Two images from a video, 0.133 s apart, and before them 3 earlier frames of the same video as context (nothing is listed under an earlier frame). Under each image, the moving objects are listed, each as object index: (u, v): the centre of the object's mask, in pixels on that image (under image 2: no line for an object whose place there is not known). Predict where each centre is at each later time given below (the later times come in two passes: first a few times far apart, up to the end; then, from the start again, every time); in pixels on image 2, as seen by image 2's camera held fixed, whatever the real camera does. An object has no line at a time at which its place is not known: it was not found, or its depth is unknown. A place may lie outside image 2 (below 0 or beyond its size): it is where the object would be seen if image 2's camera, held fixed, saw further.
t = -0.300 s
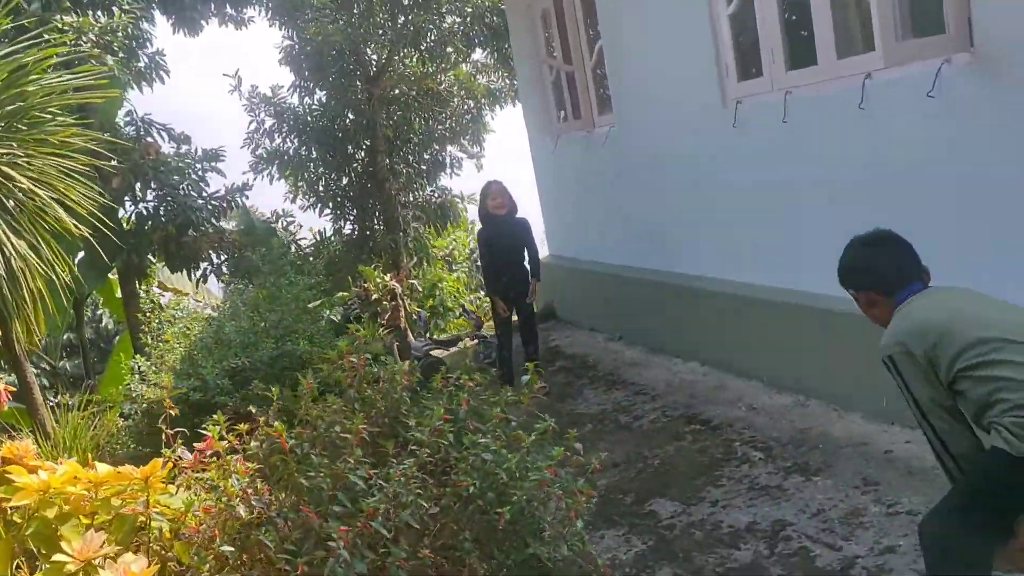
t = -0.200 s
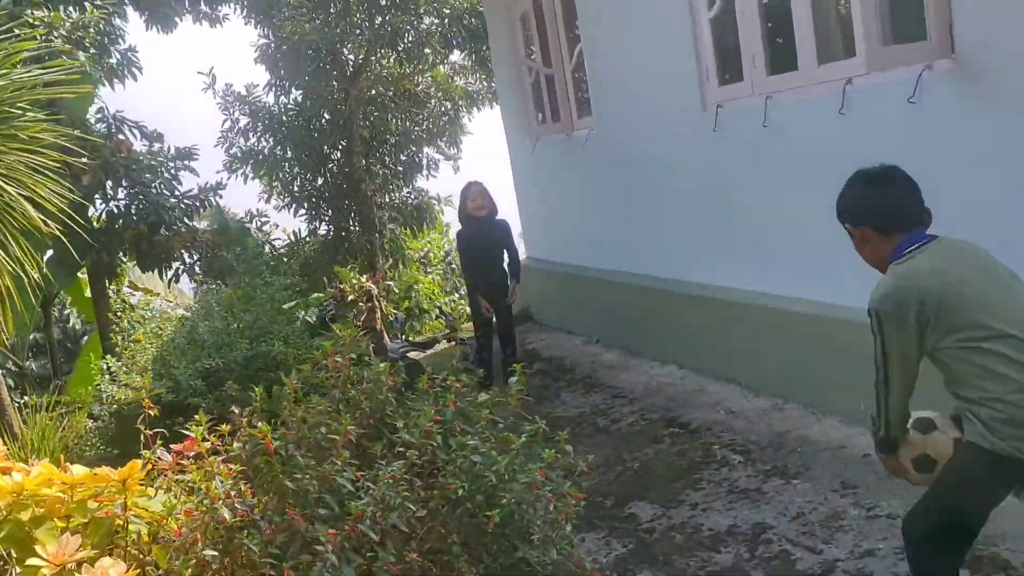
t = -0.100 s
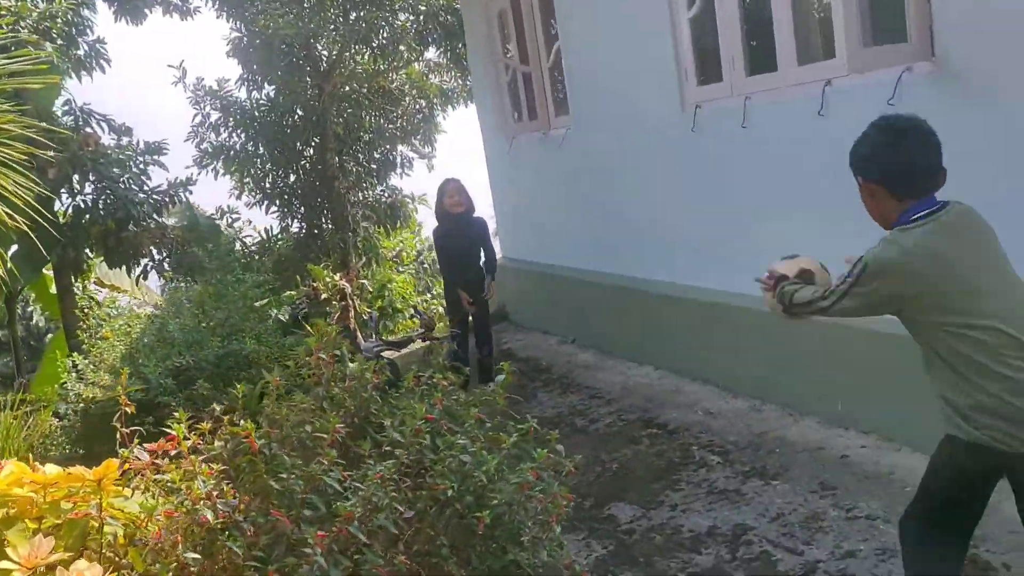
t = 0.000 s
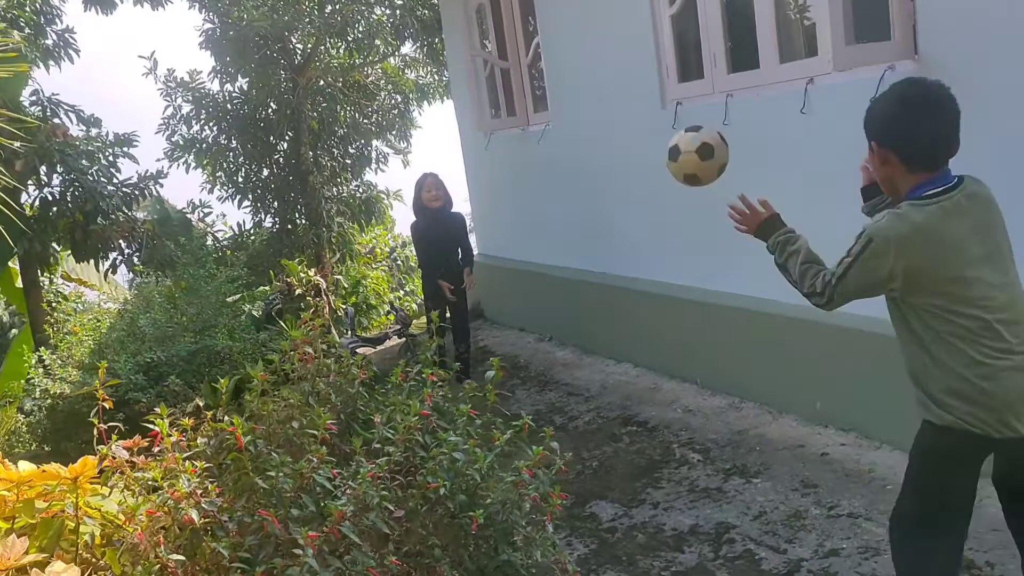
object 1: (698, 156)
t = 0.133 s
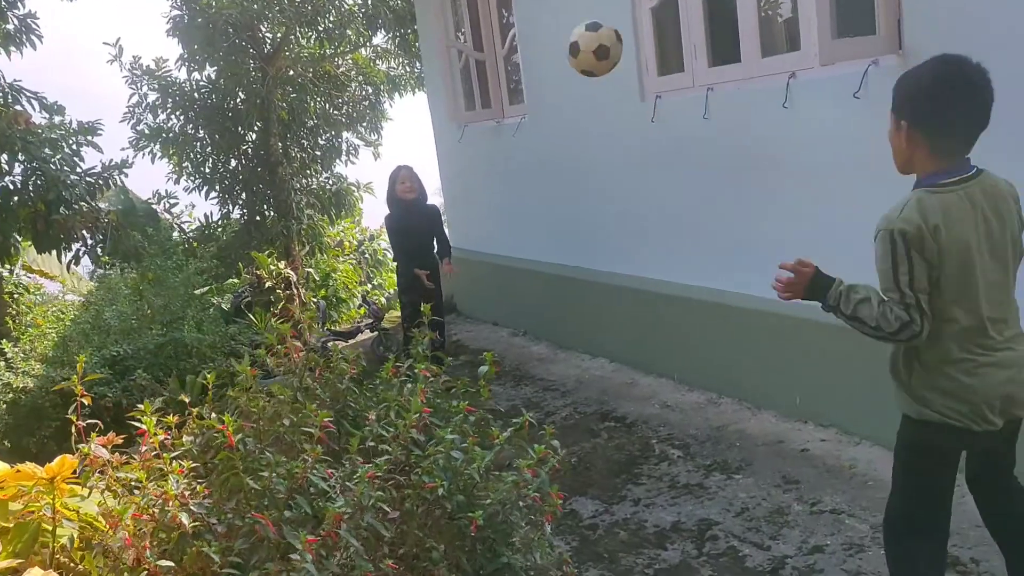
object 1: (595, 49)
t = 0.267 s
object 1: (531, 22)
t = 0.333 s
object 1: (507, 25)
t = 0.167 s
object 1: (577, 35)
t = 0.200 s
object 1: (561, 26)
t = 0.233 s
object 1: (546, 23)
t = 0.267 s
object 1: (531, 22)
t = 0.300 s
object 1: (519, 23)
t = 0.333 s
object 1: (507, 25)
